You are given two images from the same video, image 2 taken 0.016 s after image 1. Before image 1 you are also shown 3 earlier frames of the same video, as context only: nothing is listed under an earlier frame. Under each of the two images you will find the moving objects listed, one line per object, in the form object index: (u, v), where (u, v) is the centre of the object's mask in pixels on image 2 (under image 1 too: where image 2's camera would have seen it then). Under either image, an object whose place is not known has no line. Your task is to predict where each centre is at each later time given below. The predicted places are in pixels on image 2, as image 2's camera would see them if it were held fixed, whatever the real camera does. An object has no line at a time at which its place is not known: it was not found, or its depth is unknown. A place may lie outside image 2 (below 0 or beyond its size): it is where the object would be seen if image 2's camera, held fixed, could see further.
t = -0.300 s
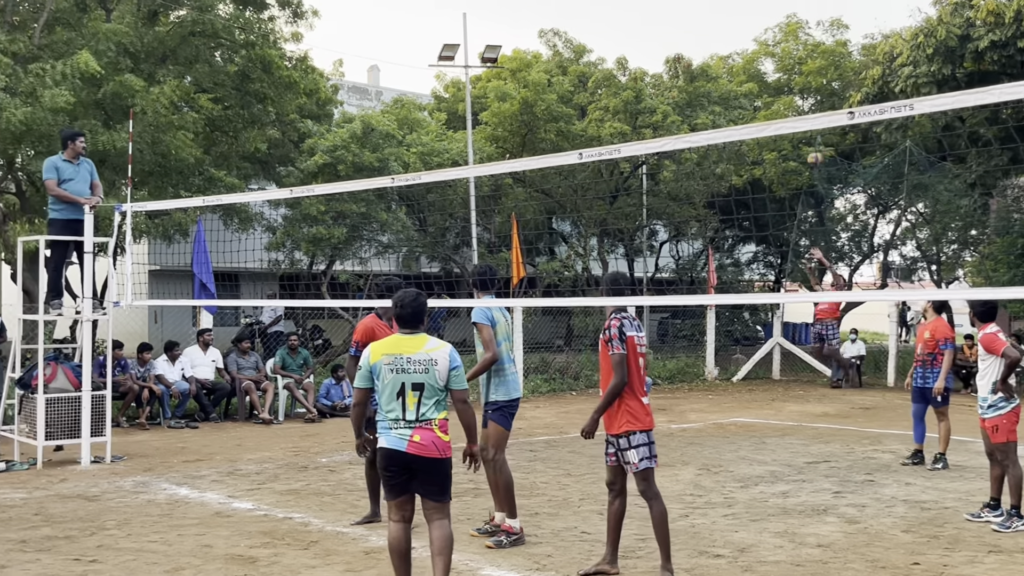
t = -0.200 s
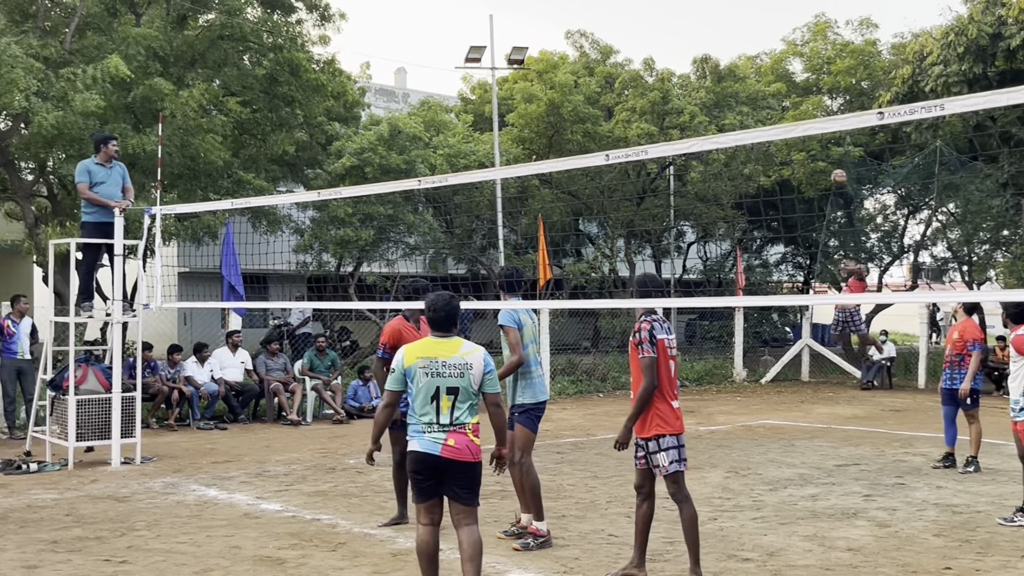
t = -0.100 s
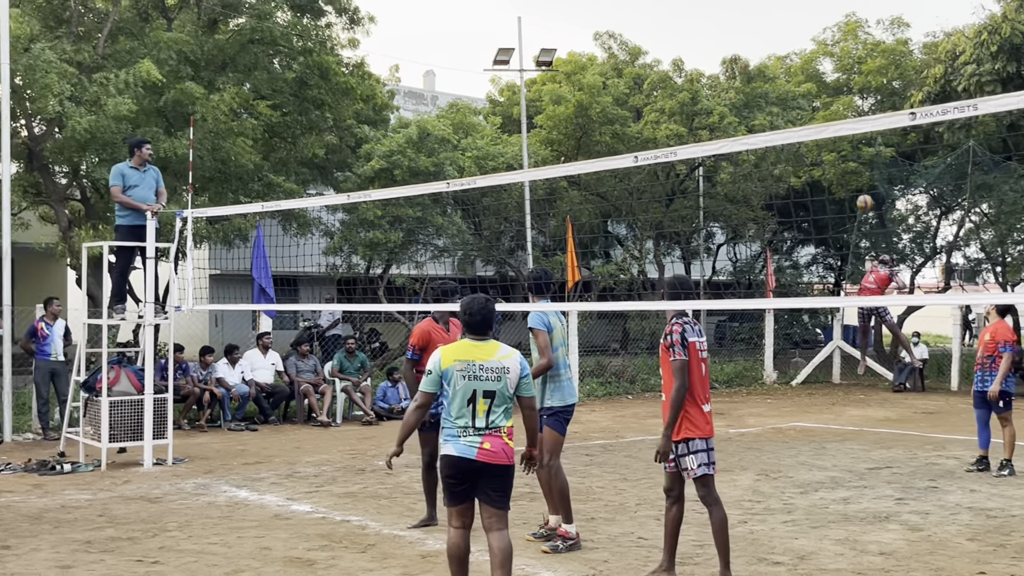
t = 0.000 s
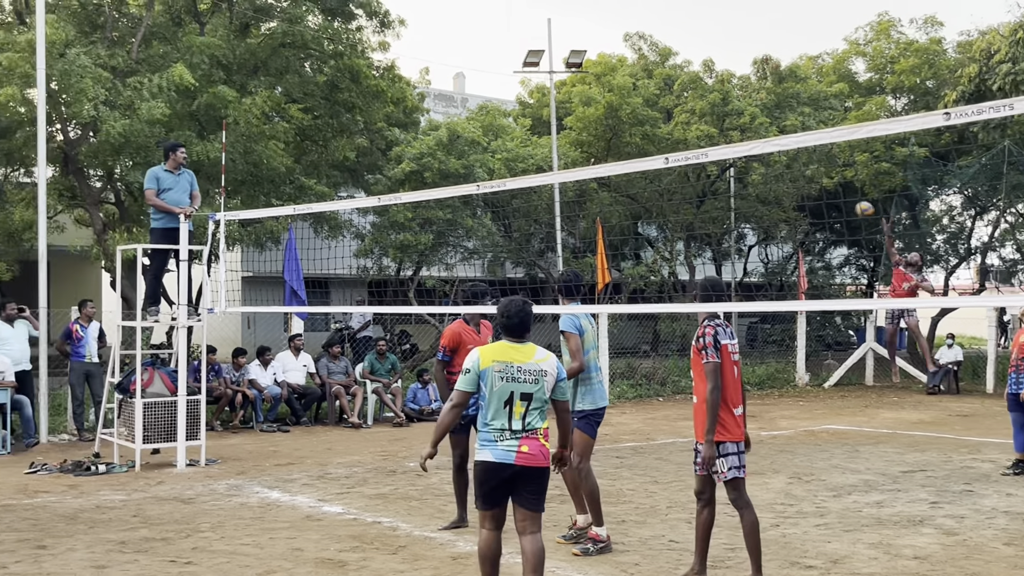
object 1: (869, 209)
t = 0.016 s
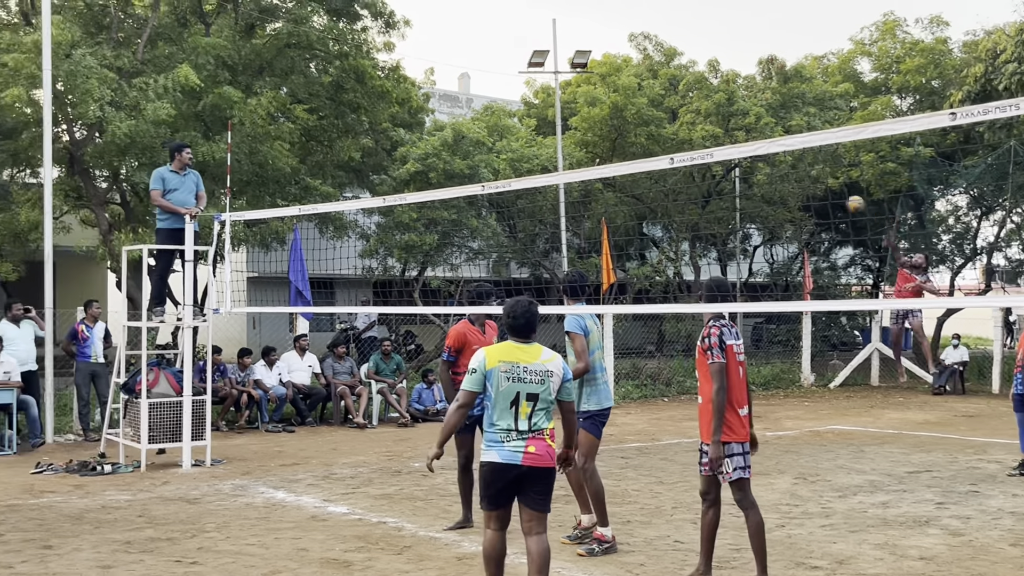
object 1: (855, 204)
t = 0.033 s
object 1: (840, 198)
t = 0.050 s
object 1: (825, 193)
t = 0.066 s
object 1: (811, 188)
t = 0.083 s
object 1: (794, 183)
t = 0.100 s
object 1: (777, 179)
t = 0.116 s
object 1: (757, 175)
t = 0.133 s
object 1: (738, 172)
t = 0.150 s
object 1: (719, 170)
